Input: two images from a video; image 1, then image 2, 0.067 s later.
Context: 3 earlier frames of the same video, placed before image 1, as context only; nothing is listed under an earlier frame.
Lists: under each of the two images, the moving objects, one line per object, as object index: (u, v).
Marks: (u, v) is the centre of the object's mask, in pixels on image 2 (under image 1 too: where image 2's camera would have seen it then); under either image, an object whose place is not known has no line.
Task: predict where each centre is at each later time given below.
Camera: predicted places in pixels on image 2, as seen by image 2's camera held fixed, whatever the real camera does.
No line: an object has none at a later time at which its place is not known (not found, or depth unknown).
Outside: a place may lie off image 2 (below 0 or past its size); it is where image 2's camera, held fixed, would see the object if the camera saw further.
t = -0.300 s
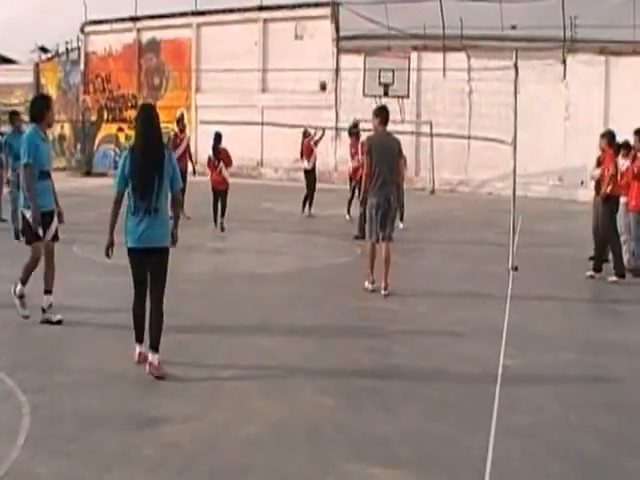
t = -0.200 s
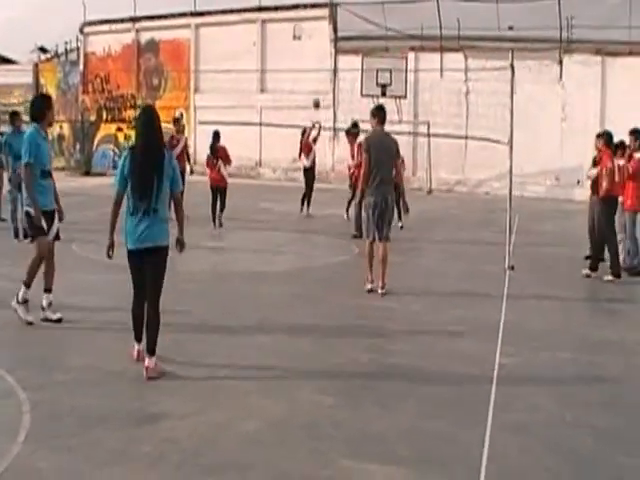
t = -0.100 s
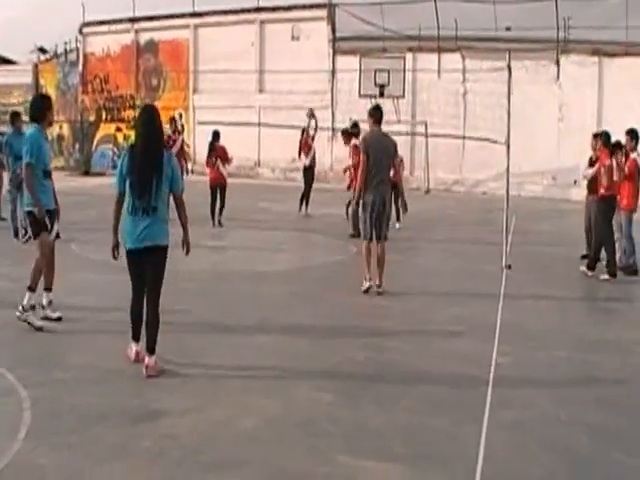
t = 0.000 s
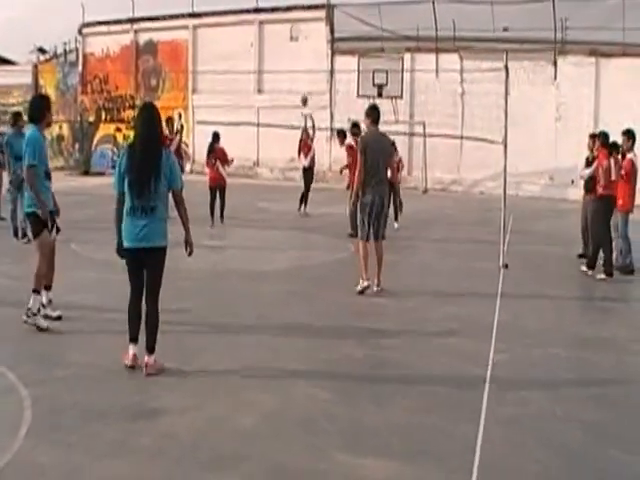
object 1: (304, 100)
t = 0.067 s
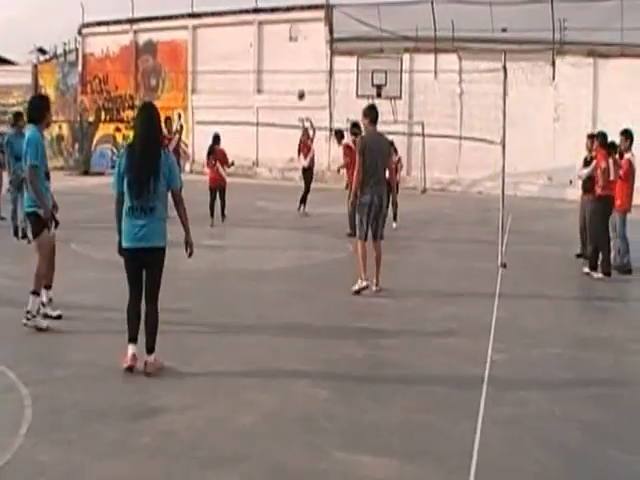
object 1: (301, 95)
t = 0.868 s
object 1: (268, 200)
